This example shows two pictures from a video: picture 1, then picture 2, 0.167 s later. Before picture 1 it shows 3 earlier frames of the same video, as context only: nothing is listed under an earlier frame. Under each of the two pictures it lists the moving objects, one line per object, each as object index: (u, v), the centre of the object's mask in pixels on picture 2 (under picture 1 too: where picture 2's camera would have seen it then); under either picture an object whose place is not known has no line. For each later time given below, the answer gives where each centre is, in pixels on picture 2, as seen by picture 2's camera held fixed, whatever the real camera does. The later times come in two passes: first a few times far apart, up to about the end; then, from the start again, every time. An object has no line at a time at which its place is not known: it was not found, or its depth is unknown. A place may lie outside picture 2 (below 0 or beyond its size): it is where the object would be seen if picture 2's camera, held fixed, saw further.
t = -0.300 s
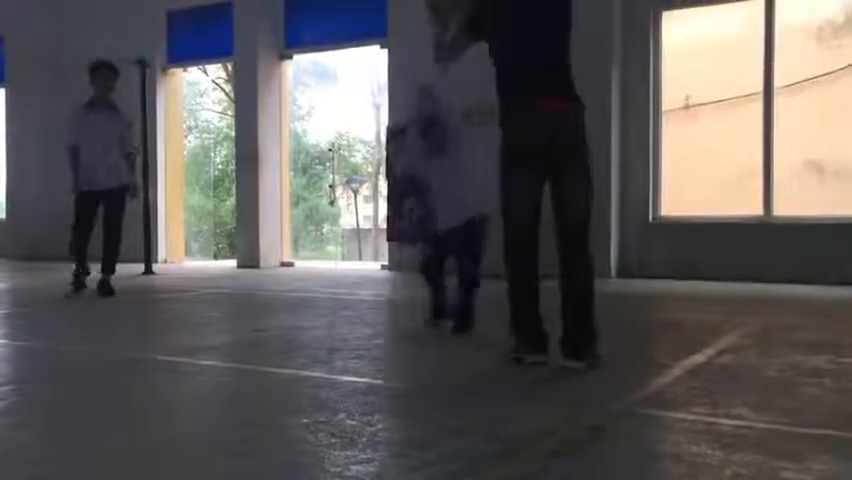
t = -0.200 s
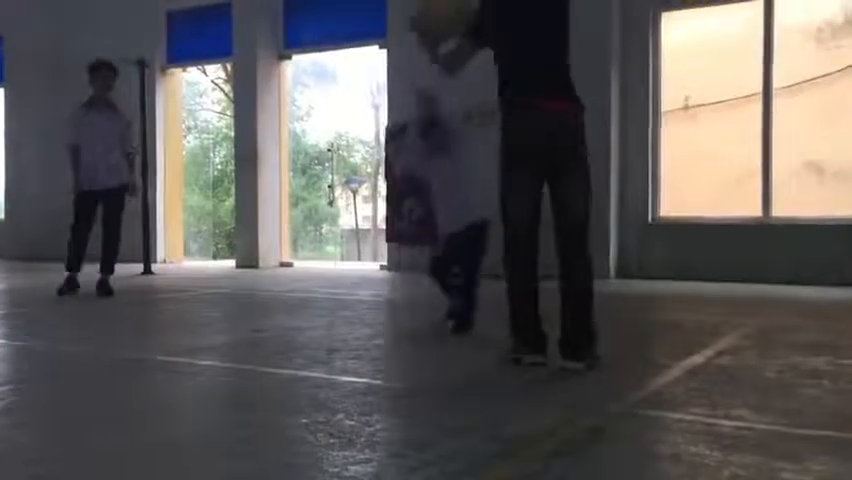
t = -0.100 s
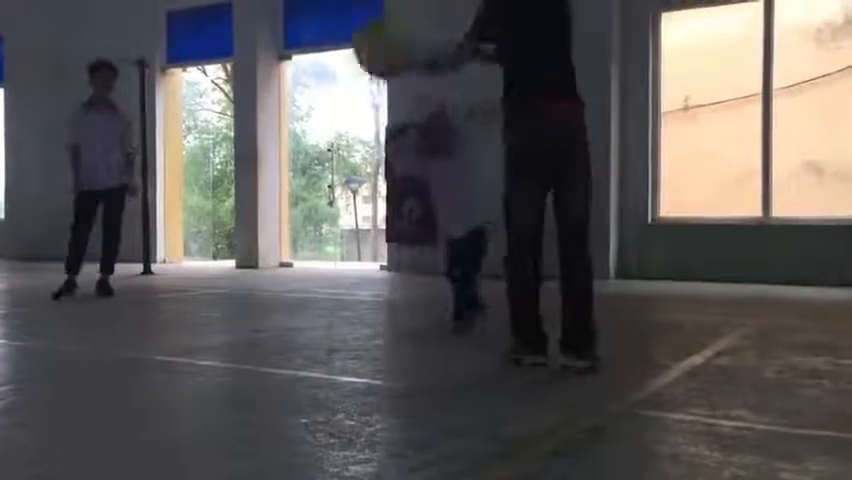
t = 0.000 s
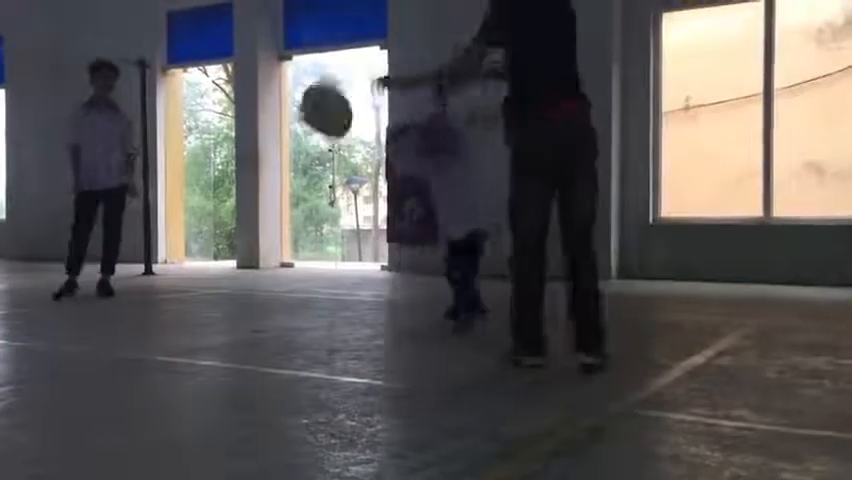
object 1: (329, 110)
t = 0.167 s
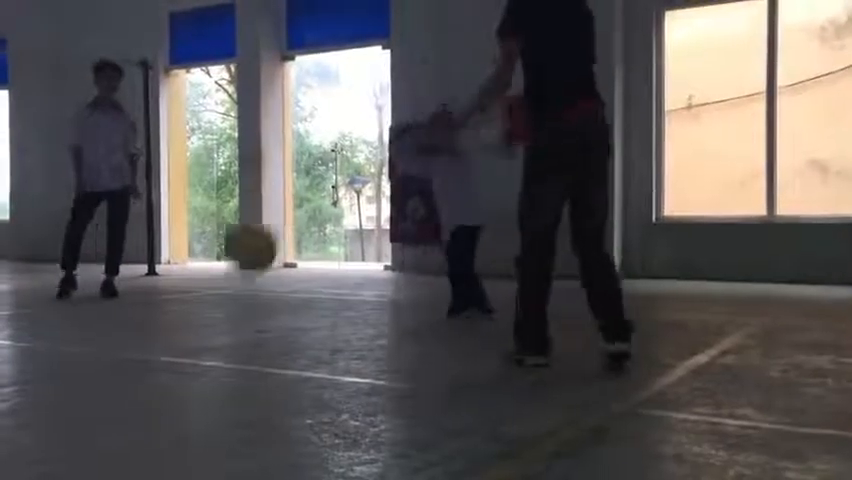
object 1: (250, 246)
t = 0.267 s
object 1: (215, 288)
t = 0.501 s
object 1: (160, 145)
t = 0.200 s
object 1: (235, 281)
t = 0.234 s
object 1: (221, 315)
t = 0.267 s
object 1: (215, 288)
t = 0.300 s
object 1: (206, 259)
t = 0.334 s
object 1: (198, 234)
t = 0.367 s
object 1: (191, 212)
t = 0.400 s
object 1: (183, 192)
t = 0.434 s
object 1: (177, 174)
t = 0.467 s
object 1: (168, 157)
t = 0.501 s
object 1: (160, 145)
